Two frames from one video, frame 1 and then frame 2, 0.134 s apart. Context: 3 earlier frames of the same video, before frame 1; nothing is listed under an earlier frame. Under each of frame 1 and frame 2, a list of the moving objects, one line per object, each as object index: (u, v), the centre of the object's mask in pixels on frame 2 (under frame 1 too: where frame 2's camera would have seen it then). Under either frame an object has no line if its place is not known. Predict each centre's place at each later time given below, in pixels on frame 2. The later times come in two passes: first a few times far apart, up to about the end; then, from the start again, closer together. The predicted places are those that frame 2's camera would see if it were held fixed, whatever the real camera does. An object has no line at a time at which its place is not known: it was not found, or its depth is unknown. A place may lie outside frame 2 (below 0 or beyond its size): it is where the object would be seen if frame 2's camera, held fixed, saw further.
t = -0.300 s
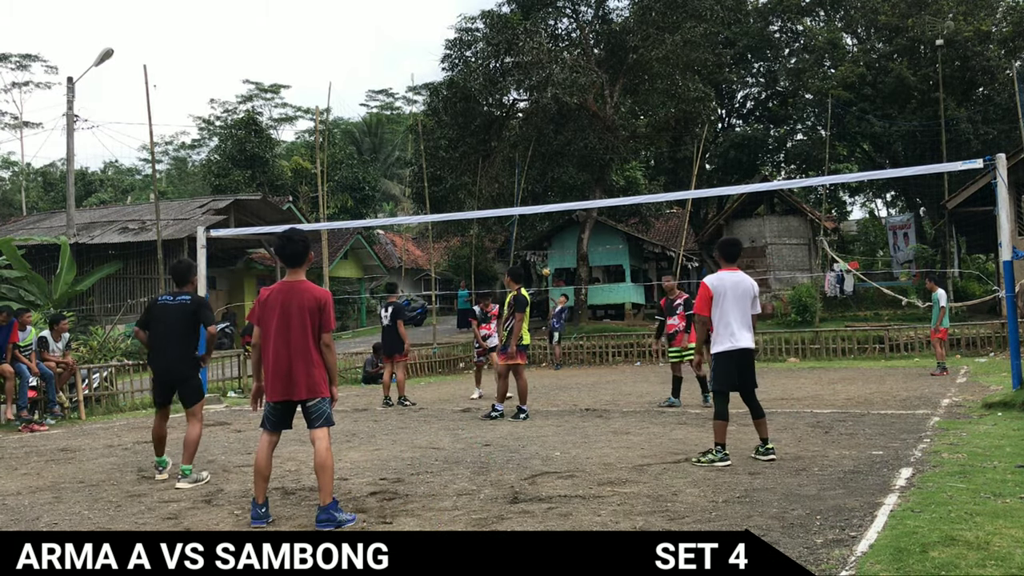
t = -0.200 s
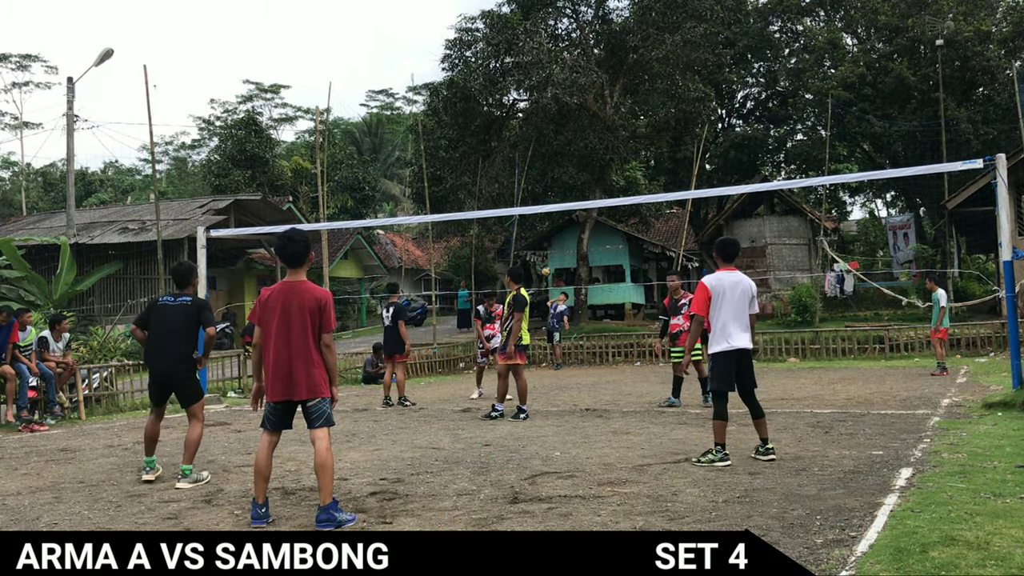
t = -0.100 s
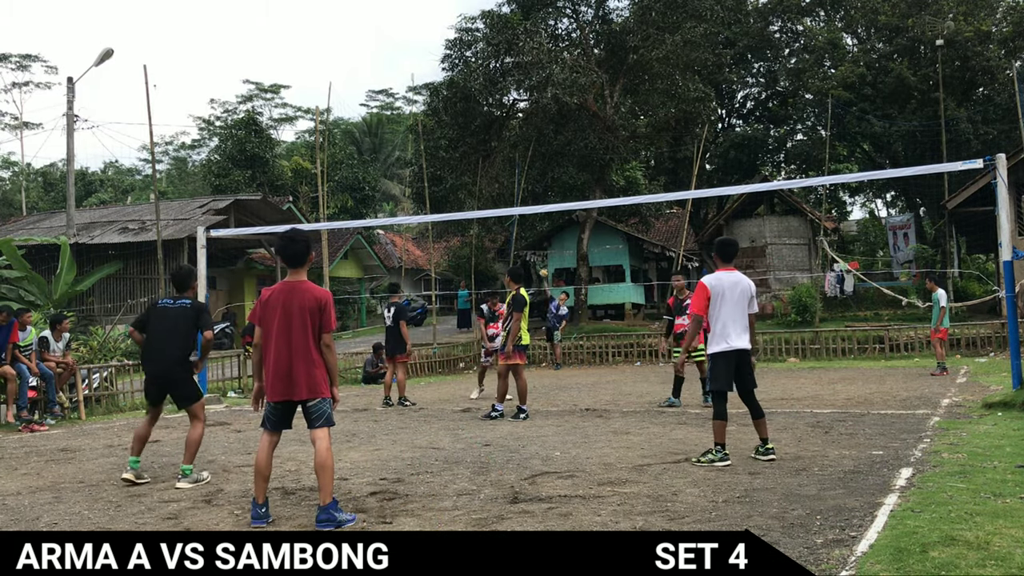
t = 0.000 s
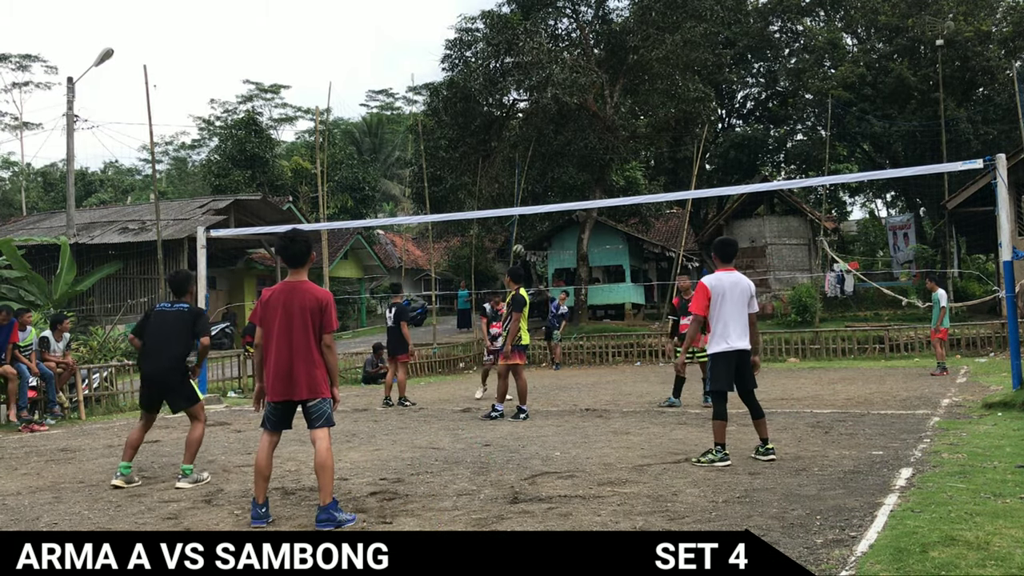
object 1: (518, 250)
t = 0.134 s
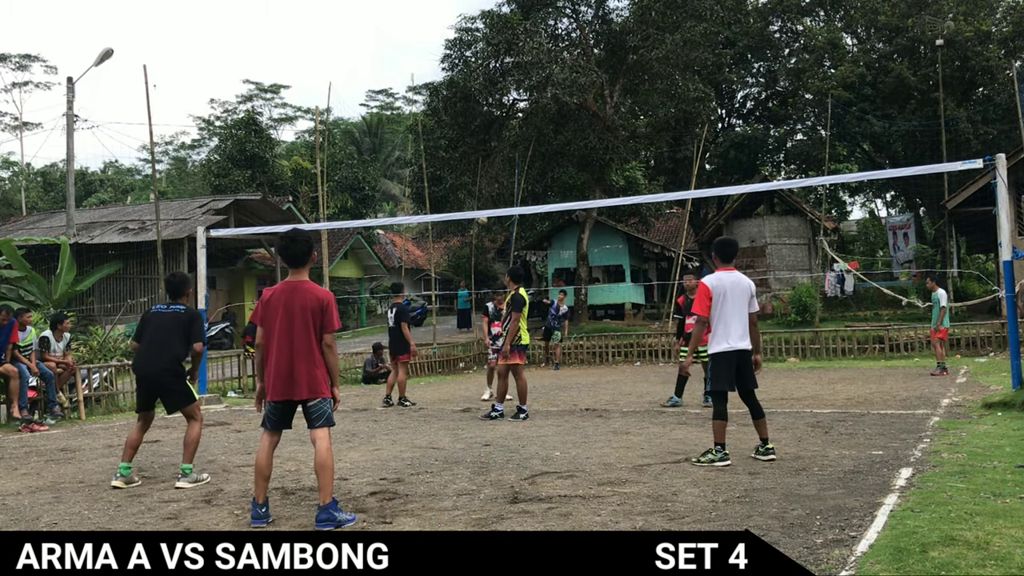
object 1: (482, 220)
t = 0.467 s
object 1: (361, 175)
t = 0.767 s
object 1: (171, 222)
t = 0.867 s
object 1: (68, 279)
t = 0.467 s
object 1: (361, 175)
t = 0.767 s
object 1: (171, 222)
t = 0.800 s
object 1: (140, 237)
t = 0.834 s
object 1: (106, 255)
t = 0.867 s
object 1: (68, 279)
